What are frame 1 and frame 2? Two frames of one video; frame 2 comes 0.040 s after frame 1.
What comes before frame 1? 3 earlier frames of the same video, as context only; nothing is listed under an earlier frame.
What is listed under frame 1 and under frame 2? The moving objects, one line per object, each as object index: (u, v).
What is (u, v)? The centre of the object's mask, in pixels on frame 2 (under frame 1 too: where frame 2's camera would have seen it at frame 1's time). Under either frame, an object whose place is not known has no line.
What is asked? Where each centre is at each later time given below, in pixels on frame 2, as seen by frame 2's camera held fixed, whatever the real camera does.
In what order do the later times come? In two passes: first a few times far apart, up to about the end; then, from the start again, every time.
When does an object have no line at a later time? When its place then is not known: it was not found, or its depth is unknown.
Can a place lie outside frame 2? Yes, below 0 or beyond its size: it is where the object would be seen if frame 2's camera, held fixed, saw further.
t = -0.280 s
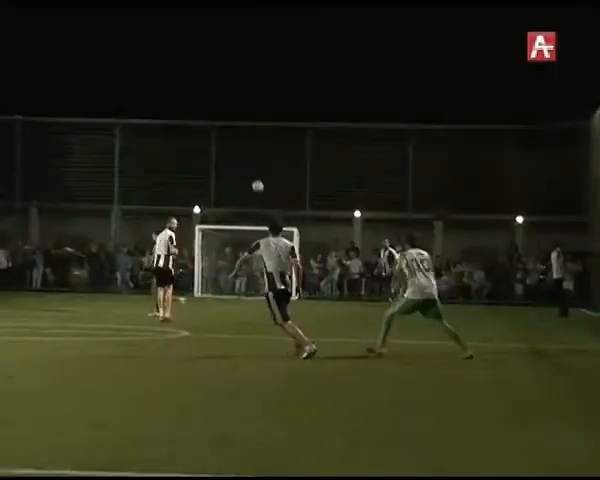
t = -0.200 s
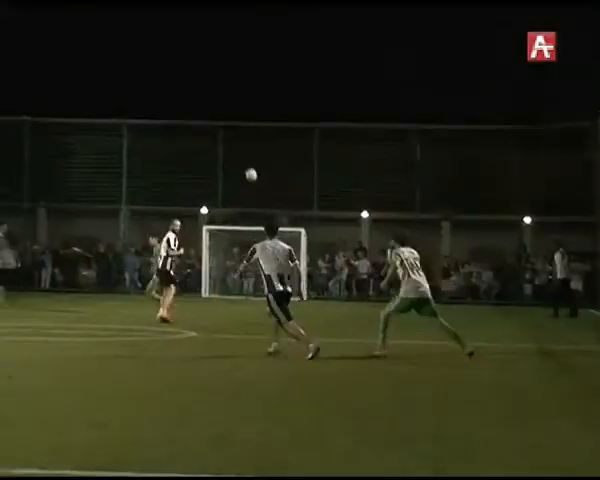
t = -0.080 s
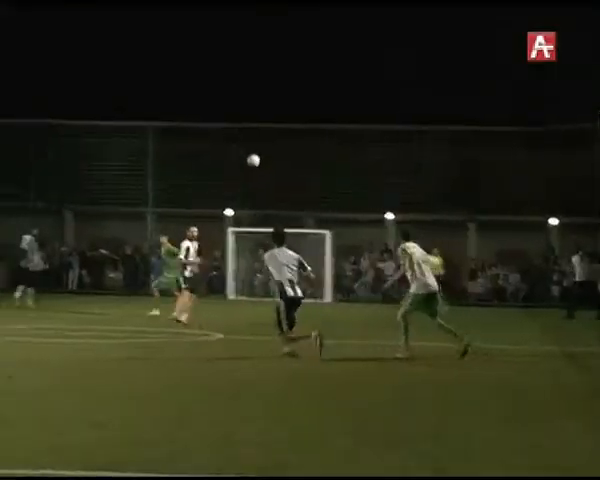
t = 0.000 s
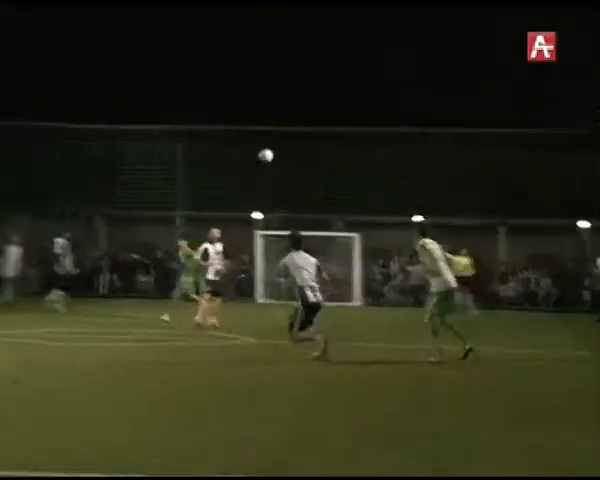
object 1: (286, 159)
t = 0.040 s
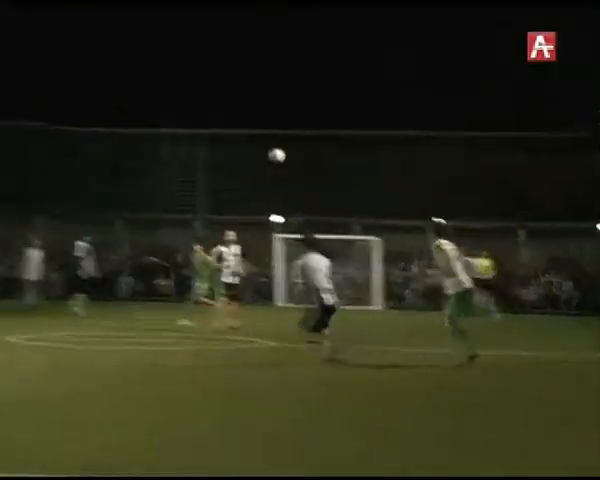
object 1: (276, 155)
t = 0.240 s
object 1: (230, 147)
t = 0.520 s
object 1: (148, 180)
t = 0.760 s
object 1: (32, 293)
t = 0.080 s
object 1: (268, 153)
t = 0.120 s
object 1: (259, 151)
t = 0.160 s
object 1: (250, 149)
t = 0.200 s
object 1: (240, 147)
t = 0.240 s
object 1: (230, 147)
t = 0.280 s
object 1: (220, 148)
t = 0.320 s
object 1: (209, 150)
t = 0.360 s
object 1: (199, 154)
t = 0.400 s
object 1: (187, 158)
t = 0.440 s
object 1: (175, 163)
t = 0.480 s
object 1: (162, 171)
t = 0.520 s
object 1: (148, 180)
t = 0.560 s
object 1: (132, 191)
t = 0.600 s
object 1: (116, 204)
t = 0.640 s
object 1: (98, 221)
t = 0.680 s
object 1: (78, 240)
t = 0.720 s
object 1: (57, 264)
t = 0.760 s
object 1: (32, 293)
